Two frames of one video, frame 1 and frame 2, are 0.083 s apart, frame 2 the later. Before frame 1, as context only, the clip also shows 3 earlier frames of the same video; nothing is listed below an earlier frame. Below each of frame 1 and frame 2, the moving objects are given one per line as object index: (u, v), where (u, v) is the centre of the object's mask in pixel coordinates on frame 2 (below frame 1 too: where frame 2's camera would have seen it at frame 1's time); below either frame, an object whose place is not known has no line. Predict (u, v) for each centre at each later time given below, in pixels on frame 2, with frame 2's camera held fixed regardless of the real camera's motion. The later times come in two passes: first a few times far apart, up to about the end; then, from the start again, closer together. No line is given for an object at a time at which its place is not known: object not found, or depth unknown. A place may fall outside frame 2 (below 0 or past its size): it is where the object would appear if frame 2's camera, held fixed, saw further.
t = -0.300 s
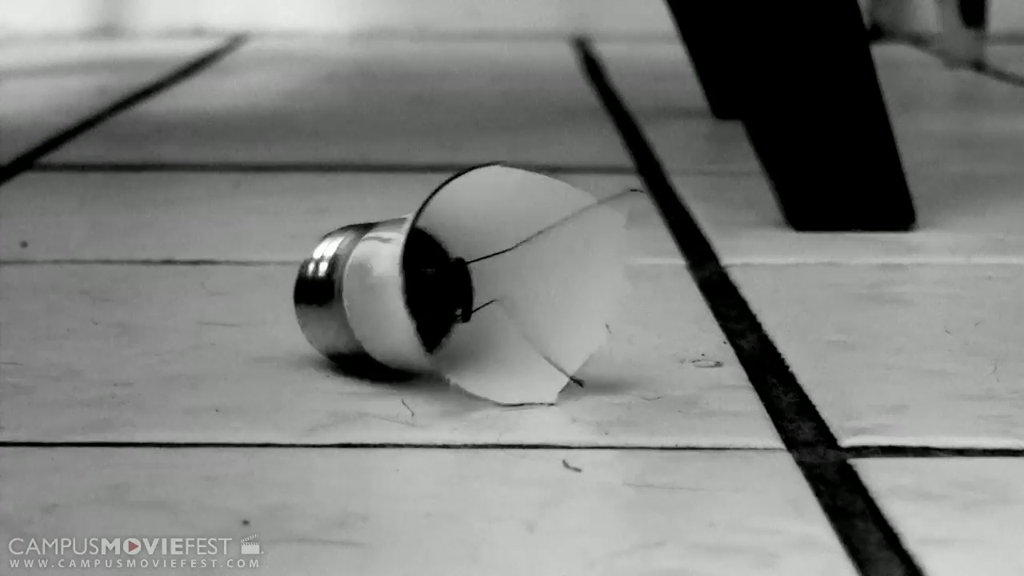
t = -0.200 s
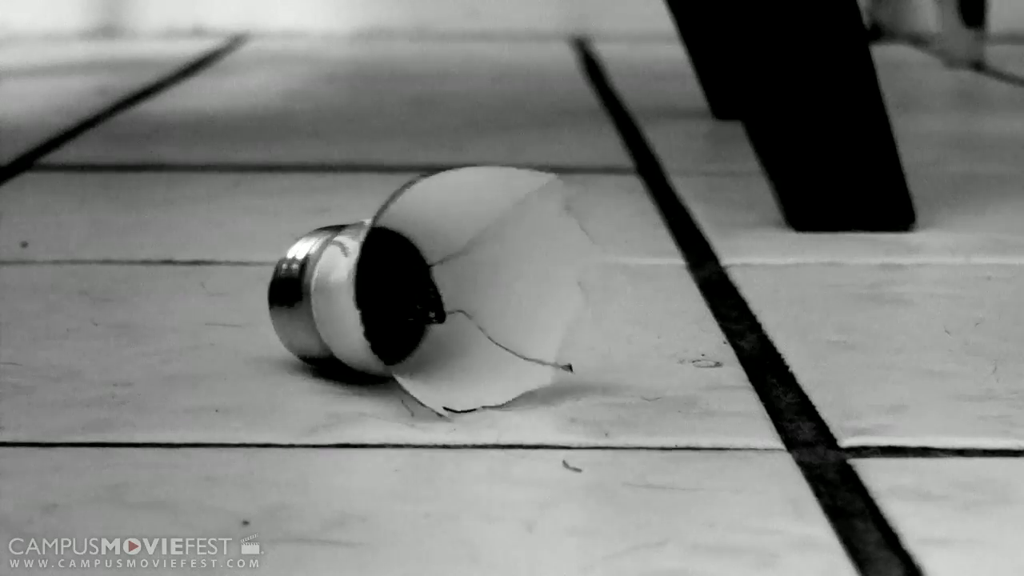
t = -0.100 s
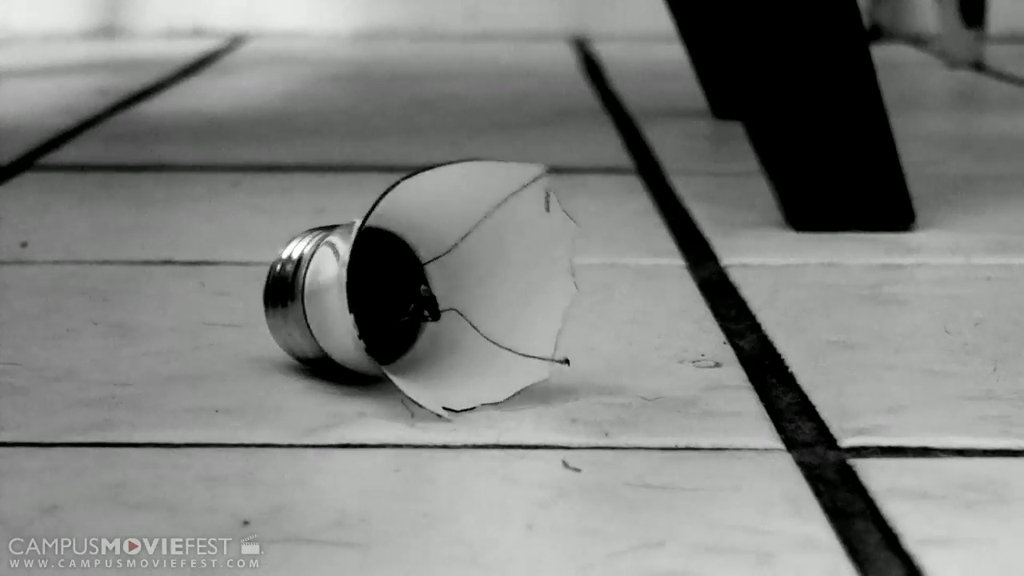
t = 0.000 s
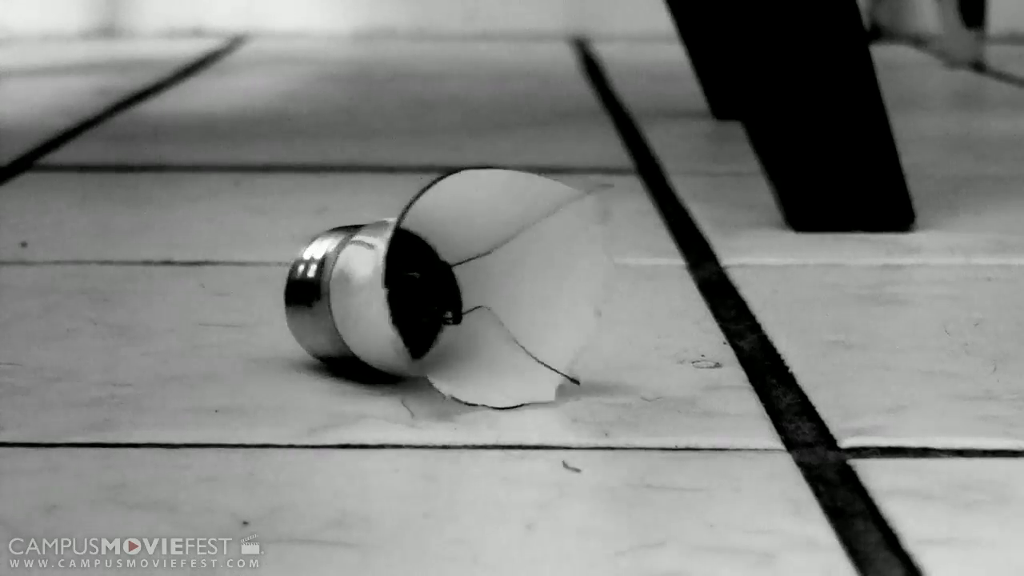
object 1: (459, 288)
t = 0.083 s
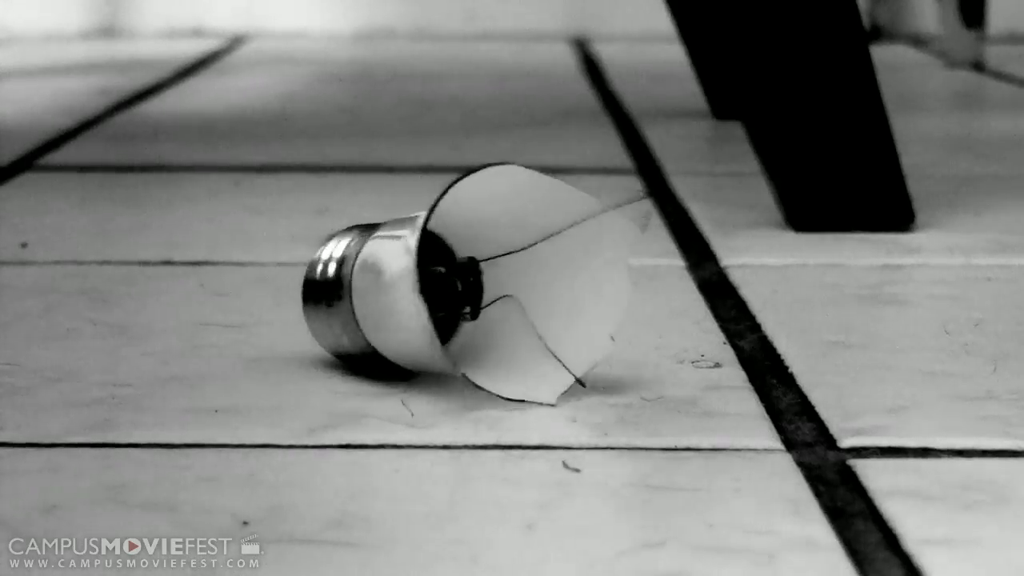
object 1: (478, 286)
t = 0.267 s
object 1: (518, 286)
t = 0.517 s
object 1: (533, 283)
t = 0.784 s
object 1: (487, 285)
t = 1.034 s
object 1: (454, 288)
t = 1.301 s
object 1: (465, 288)
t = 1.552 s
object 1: (464, 288)
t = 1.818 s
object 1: (451, 288)
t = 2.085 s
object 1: (472, 287)
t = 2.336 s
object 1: (443, 289)
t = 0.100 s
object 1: (481, 285)
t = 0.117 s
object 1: (483, 285)
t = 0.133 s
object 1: (486, 285)
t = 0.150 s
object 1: (488, 285)
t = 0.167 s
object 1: (492, 286)
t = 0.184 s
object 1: (495, 287)
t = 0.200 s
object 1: (500, 287)
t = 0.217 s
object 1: (505, 287)
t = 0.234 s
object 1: (509, 287)
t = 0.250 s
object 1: (514, 287)
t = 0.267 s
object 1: (518, 286)
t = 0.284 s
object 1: (520, 285)
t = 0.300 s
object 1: (522, 284)
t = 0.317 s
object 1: (525, 284)
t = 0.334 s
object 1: (527, 284)
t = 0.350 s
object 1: (530, 284)
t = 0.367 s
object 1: (532, 284)
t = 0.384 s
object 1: (534, 282)
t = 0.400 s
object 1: (535, 282)
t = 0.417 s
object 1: (536, 281)
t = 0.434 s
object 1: (536, 281)
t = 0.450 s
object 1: (537, 281)
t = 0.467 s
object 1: (536, 281)
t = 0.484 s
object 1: (536, 282)
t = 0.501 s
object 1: (535, 283)
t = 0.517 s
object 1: (533, 283)
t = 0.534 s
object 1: (531, 283)
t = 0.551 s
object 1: (528, 284)
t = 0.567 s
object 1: (526, 284)
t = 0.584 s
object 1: (525, 284)
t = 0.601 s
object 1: (522, 284)
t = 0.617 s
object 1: (519, 285)
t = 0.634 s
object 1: (517, 286)
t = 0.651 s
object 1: (513, 287)
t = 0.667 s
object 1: (508, 288)
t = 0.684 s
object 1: (504, 287)
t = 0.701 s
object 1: (500, 287)
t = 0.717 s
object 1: (496, 286)
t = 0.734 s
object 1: (493, 286)
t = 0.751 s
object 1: (490, 285)
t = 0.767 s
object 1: (489, 285)
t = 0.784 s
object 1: (487, 285)
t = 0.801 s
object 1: (486, 285)
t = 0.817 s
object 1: (485, 285)
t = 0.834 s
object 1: (484, 285)
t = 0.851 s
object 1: (483, 285)
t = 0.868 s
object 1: (482, 285)
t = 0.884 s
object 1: (480, 285)
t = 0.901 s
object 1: (479, 286)
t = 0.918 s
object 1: (477, 285)
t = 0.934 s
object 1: (475, 287)
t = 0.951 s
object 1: (471, 287)
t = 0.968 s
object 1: (468, 288)
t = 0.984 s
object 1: (464, 288)
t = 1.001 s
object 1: (461, 288)
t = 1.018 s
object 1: (457, 288)
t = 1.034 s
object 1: (454, 288)
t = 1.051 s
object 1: (451, 288)
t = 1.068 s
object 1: (449, 288)
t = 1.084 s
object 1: (446, 289)
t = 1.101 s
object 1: (442, 289)
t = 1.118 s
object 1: (441, 288)
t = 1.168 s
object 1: (442, 289)
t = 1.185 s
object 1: (445, 289)
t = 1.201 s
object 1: (448, 288)
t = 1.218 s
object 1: (450, 288)
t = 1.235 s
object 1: (453, 288)
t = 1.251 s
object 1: (455, 288)
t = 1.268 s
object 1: (459, 287)
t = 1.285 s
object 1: (462, 287)
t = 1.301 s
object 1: (465, 288)
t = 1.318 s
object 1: (468, 288)
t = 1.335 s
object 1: (471, 287)
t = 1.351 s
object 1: (474, 287)
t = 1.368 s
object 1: (475, 287)
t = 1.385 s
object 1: (476, 286)
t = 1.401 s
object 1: (476, 286)
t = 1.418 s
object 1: (477, 286)
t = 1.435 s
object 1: (477, 286)
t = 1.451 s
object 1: (477, 286)
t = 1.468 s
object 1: (477, 286)
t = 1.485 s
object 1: (475, 286)
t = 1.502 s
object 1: (473, 286)
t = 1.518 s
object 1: (471, 287)
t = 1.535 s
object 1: (467, 288)
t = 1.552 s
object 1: (464, 288)
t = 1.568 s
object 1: (460, 288)
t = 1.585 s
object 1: (458, 288)
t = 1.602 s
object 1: (455, 288)
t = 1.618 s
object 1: (453, 288)
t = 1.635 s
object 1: (451, 288)
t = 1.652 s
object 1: (449, 288)
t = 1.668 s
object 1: (447, 289)
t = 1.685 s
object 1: (445, 289)
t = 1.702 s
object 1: (443, 289)
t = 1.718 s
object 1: (442, 288)
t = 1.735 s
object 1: (442, 289)
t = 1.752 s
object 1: (443, 289)
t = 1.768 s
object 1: (444, 289)
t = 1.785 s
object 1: (447, 289)
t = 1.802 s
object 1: (449, 288)
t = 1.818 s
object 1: (451, 288)
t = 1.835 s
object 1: (452, 288)
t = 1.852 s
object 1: (455, 288)
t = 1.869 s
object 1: (457, 288)
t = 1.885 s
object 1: (459, 288)
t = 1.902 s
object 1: (462, 288)
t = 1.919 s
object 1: (466, 287)
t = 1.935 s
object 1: (469, 287)
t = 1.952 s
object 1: (472, 287)
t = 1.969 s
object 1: (474, 286)
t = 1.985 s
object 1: (474, 287)
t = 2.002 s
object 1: (476, 286)
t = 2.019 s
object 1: (475, 287)
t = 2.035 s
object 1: (475, 287)
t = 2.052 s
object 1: (475, 286)
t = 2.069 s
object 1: (474, 286)
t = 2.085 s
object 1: (472, 287)
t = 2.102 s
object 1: (468, 288)
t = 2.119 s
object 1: (465, 288)
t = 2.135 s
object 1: (463, 288)
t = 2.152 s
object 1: (460, 288)
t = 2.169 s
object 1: (458, 288)
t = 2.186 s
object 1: (456, 288)
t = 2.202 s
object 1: (454, 288)
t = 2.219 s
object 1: (453, 288)
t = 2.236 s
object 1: (452, 288)
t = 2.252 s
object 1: (450, 288)
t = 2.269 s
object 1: (449, 288)
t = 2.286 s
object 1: (447, 288)
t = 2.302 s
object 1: (446, 289)
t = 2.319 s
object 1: (444, 289)
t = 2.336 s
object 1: (443, 289)
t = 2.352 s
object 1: (443, 289)
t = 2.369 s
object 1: (443, 289)
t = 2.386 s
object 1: (445, 289)
